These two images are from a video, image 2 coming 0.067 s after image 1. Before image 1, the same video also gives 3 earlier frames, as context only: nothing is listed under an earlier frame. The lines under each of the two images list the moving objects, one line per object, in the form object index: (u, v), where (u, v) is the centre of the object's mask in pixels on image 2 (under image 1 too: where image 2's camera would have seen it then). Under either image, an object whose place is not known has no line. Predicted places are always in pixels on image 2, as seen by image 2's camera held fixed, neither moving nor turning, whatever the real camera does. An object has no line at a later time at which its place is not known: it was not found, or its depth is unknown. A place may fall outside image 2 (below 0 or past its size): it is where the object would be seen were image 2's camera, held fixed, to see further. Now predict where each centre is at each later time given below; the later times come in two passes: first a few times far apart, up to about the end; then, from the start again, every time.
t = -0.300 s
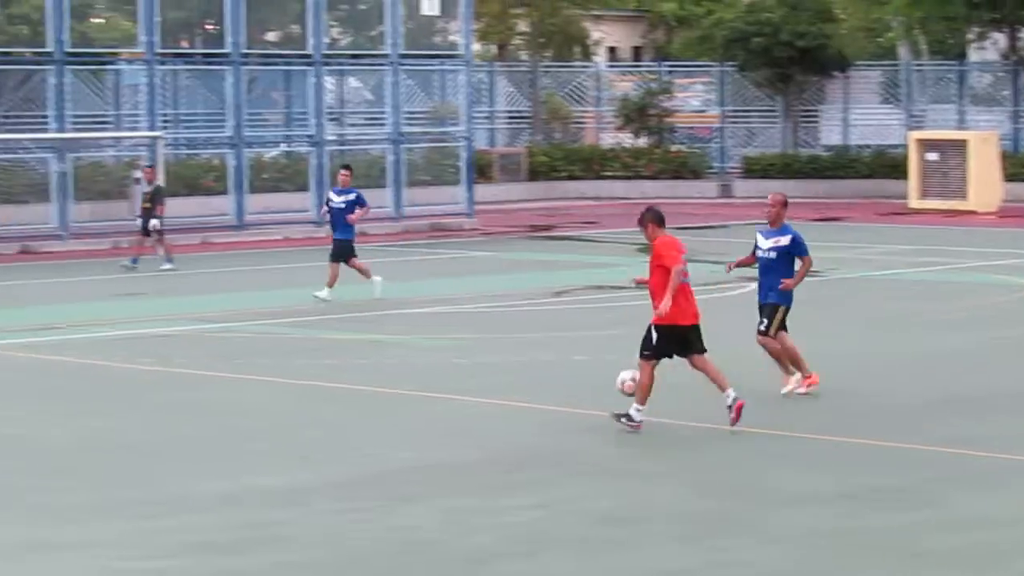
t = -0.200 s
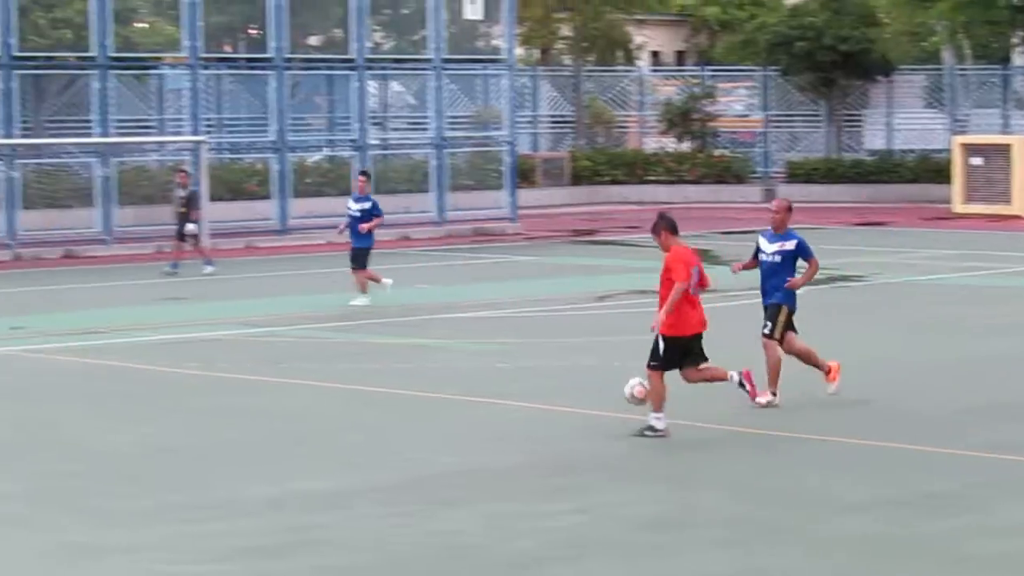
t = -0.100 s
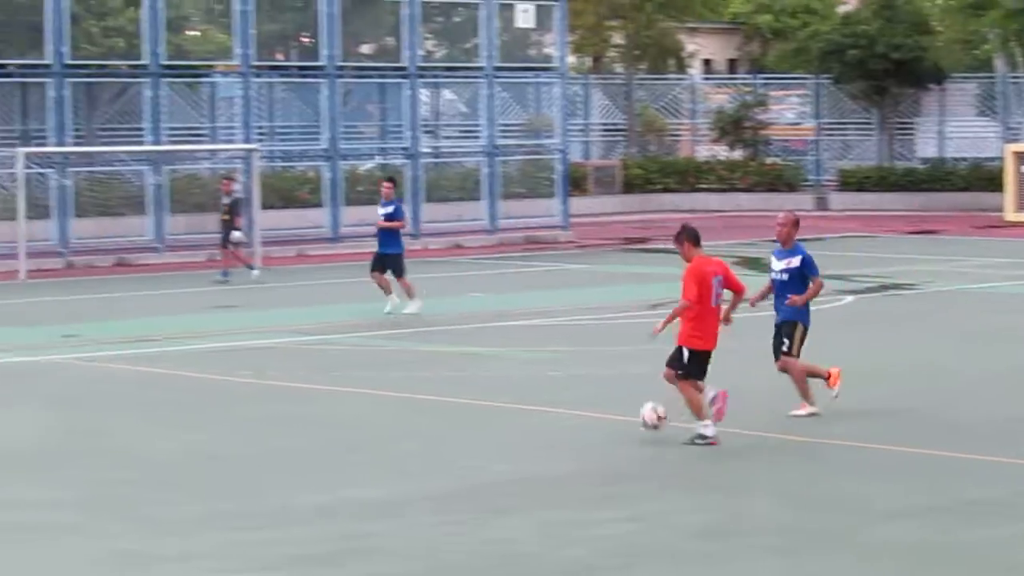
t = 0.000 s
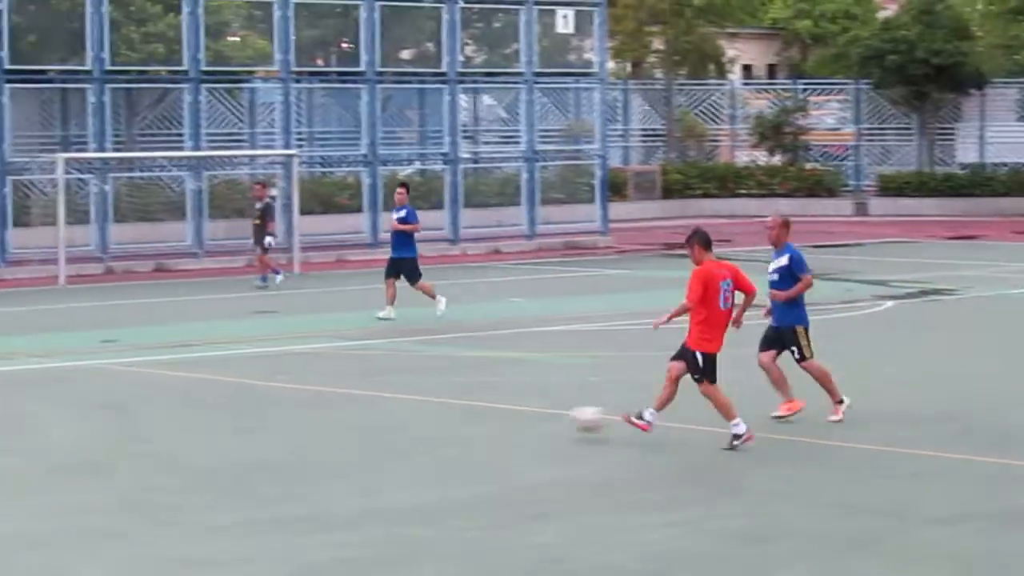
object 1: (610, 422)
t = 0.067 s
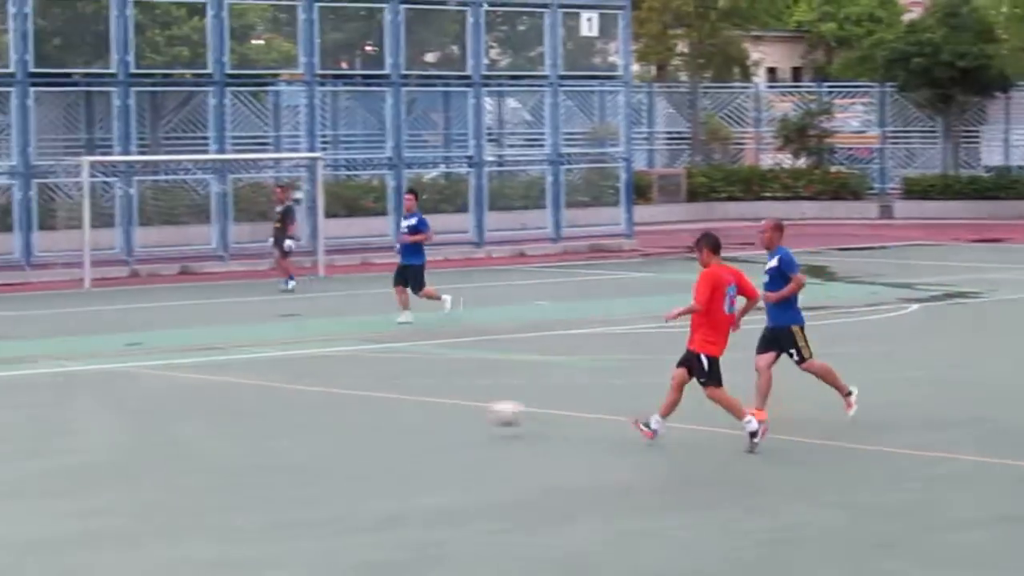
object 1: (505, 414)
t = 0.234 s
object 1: (270, 409)
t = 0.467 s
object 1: (19, 397)
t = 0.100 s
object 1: (457, 411)
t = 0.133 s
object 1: (407, 409)
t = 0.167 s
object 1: (359, 409)
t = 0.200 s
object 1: (313, 412)
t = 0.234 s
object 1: (270, 409)
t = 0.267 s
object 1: (231, 405)
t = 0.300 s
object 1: (192, 402)
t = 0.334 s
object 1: (155, 400)
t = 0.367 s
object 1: (117, 400)
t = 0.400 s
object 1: (83, 399)
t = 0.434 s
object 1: (48, 400)
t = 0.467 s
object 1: (19, 397)
